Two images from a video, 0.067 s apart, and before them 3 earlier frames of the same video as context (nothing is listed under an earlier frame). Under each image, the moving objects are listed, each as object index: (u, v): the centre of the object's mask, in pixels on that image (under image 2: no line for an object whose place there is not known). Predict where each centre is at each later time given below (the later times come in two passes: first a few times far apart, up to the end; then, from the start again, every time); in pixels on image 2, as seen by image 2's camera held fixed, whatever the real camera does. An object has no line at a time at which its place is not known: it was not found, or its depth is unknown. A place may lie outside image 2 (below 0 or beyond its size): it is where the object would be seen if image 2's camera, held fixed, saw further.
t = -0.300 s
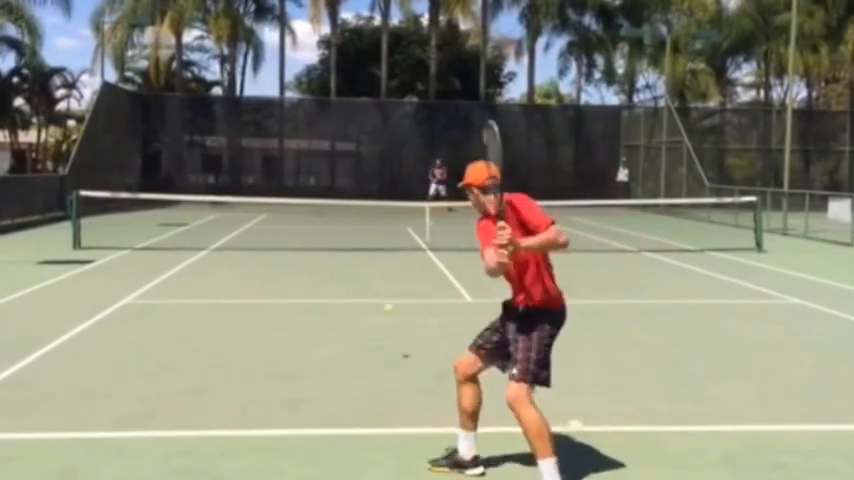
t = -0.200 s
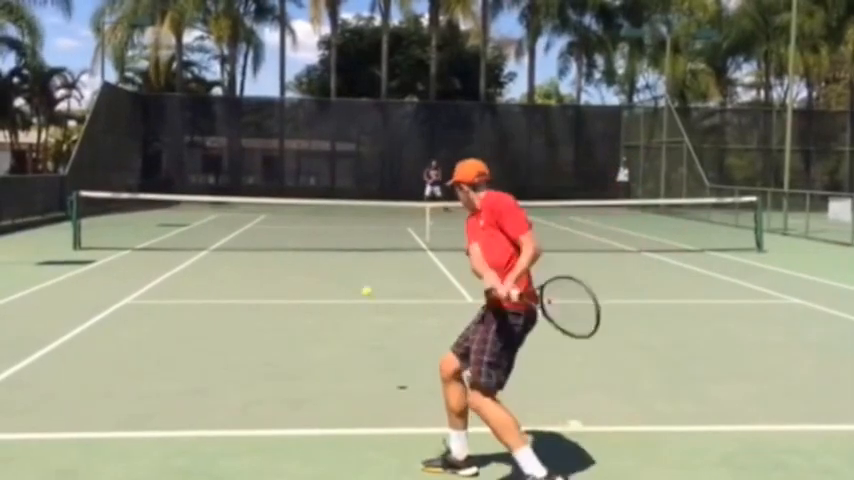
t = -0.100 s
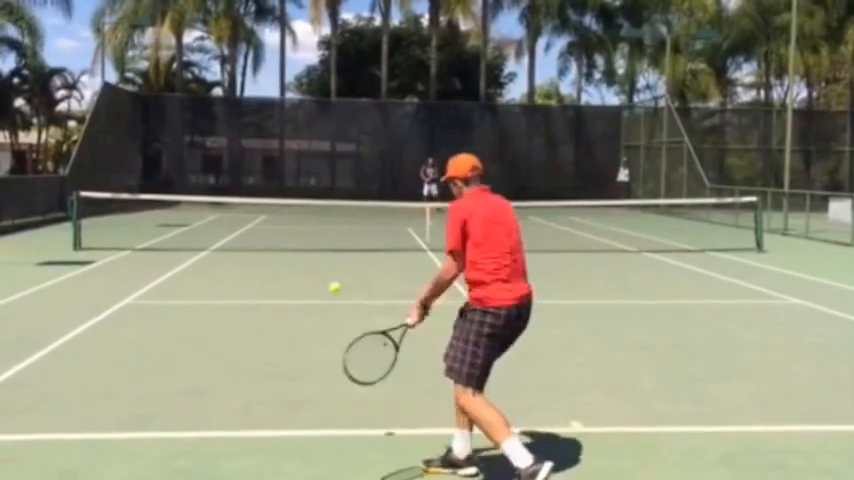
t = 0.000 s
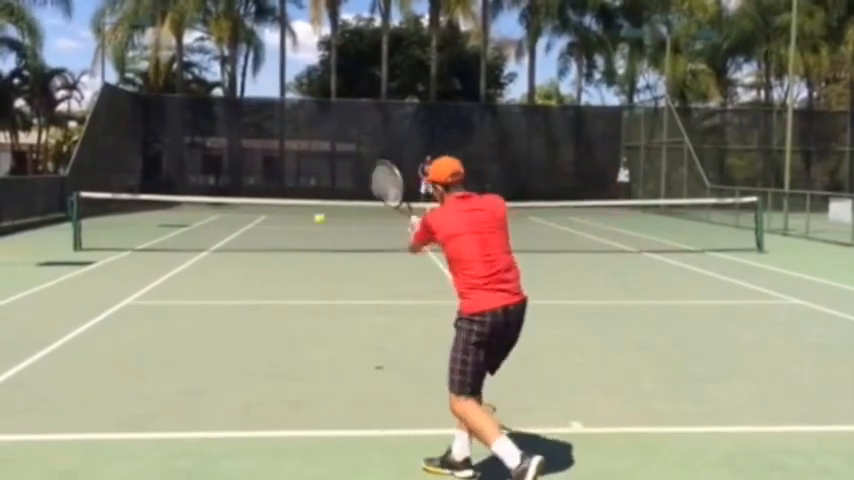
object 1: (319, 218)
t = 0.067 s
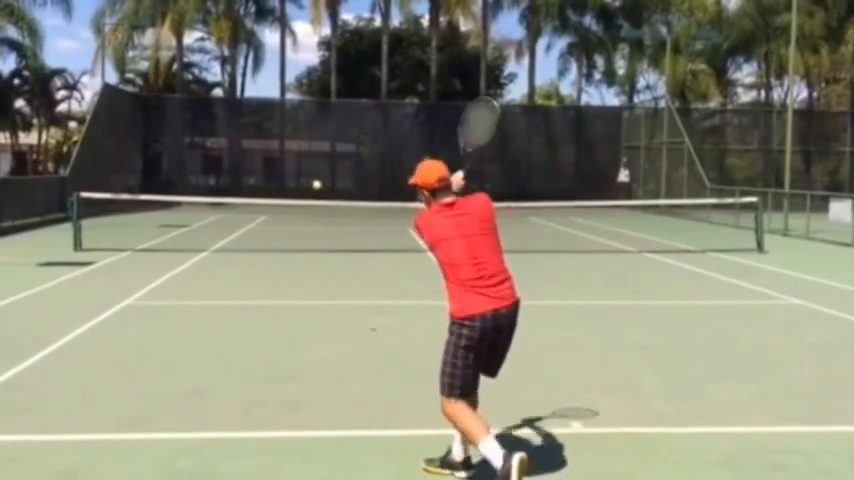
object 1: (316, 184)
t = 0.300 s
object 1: (313, 158)
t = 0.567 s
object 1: (315, 180)
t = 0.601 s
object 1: (314, 183)
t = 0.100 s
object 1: (316, 175)
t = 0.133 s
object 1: (315, 167)
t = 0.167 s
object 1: (315, 162)
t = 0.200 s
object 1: (314, 160)
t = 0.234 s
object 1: (313, 158)
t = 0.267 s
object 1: (313, 158)
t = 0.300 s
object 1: (313, 158)
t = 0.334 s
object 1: (313, 159)
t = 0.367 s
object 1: (313, 161)
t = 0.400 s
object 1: (313, 163)
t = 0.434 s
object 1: (313, 166)
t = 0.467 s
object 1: (315, 167)
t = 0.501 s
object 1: (315, 171)
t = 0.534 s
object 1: (315, 176)
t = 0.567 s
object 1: (315, 180)
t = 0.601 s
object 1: (314, 183)
